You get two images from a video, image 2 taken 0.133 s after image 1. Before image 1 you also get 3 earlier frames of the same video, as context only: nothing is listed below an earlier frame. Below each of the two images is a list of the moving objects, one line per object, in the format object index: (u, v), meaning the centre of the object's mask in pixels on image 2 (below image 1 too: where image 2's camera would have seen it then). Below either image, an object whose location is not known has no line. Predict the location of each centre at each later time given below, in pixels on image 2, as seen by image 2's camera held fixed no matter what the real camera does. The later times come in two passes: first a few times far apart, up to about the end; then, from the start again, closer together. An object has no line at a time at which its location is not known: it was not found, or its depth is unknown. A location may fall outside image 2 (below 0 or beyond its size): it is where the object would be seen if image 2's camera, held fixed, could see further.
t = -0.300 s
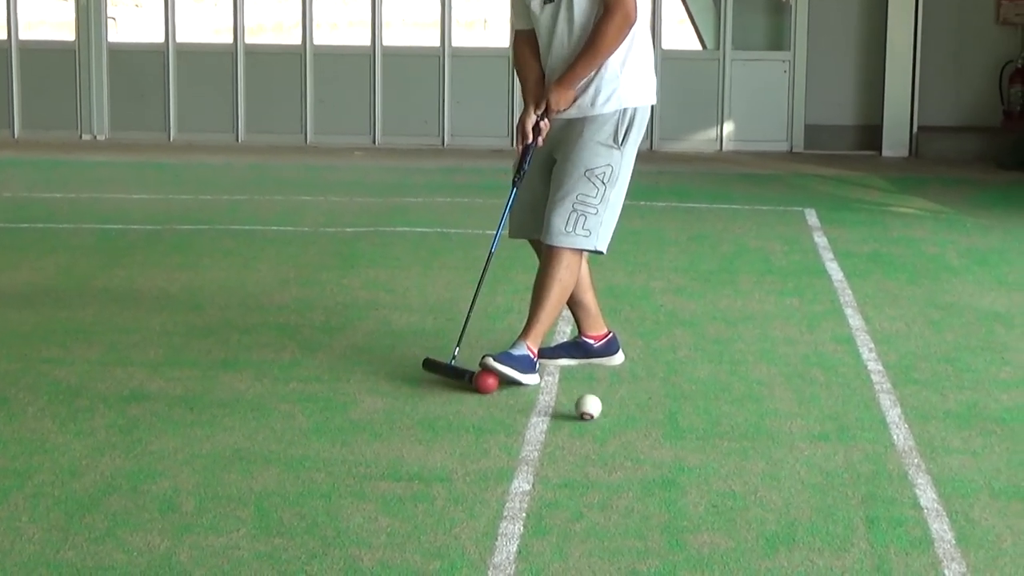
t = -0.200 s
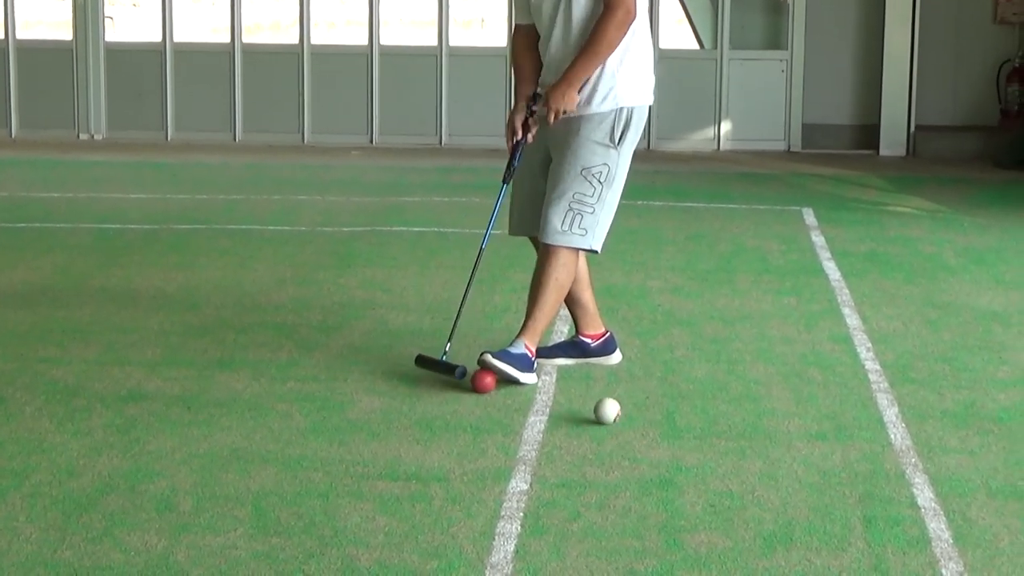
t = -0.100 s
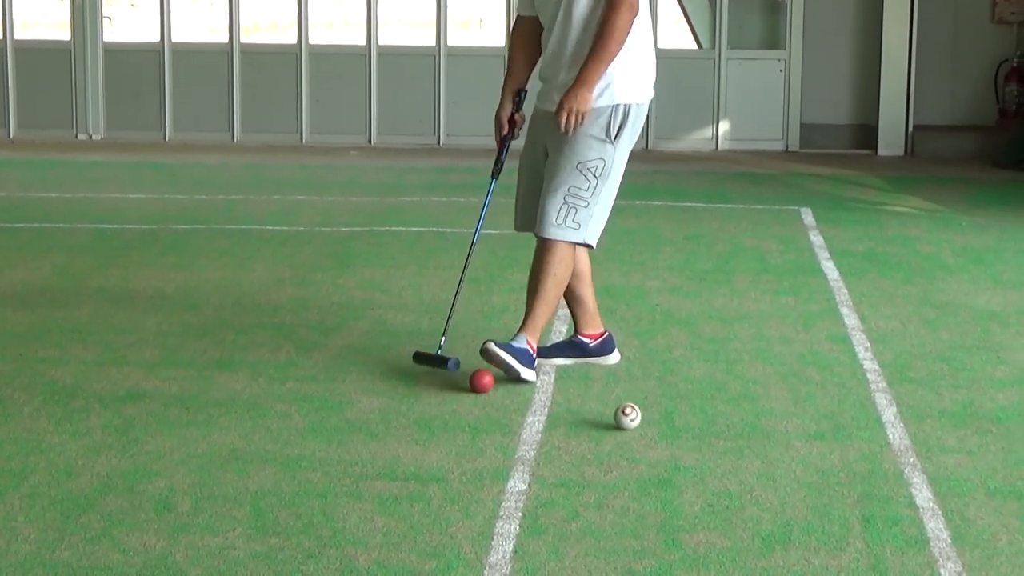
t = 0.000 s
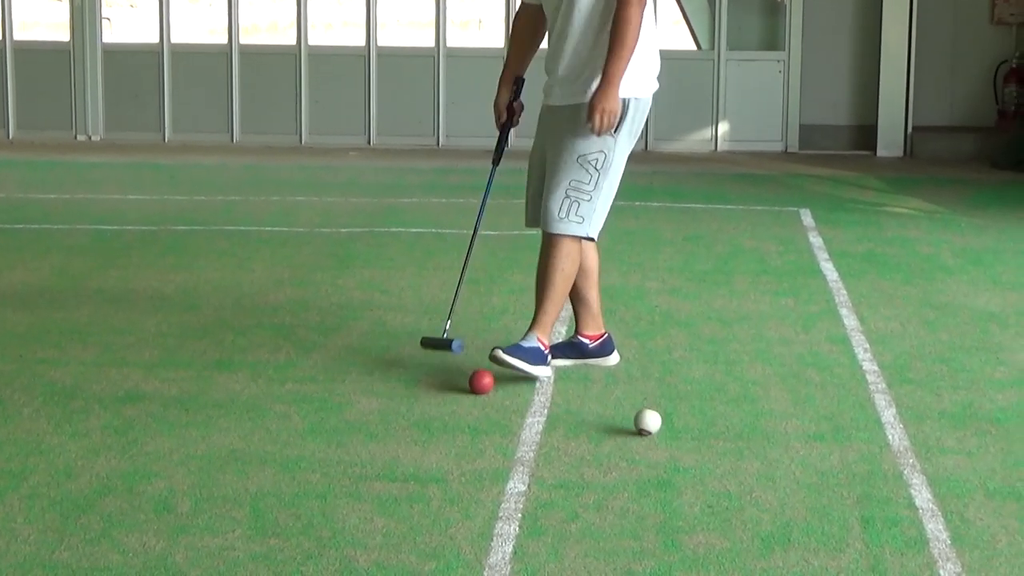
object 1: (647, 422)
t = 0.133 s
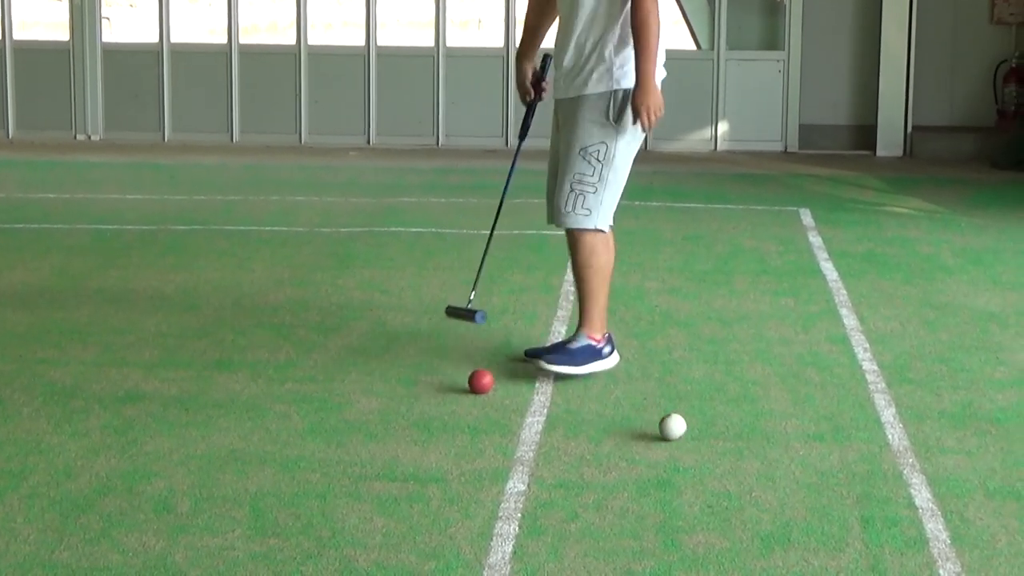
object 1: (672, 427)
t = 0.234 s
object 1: (691, 432)
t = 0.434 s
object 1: (723, 440)
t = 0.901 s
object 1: (788, 455)
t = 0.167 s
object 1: (678, 429)
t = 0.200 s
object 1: (685, 430)
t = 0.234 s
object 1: (691, 432)
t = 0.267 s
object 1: (696, 433)
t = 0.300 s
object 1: (702, 434)
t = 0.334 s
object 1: (708, 436)
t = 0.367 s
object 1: (713, 437)
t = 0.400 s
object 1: (719, 438)
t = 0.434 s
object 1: (723, 440)
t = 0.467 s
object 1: (729, 441)
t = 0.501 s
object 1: (733, 441)
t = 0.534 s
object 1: (739, 443)
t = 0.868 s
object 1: (783, 454)
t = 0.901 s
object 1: (788, 455)
